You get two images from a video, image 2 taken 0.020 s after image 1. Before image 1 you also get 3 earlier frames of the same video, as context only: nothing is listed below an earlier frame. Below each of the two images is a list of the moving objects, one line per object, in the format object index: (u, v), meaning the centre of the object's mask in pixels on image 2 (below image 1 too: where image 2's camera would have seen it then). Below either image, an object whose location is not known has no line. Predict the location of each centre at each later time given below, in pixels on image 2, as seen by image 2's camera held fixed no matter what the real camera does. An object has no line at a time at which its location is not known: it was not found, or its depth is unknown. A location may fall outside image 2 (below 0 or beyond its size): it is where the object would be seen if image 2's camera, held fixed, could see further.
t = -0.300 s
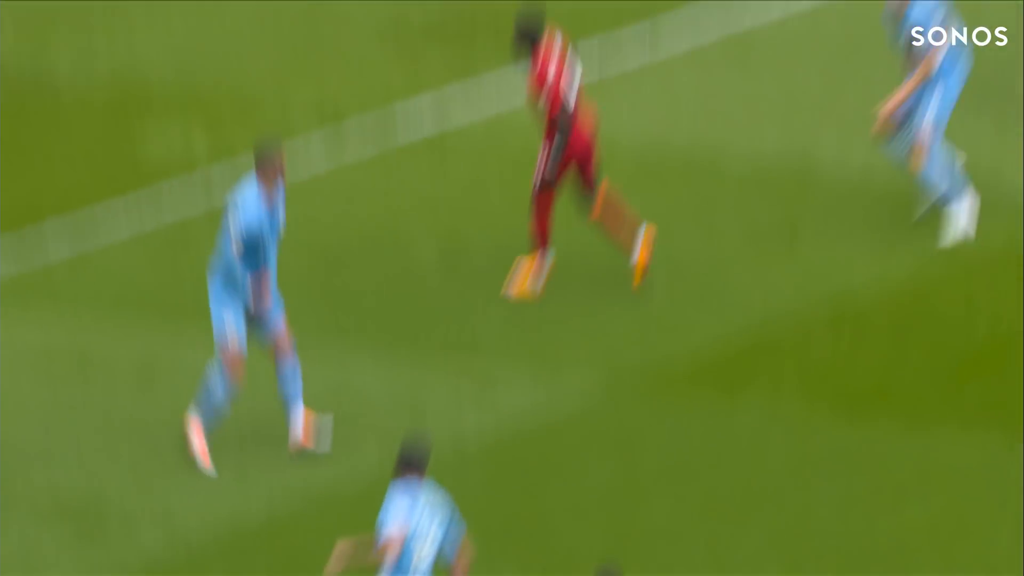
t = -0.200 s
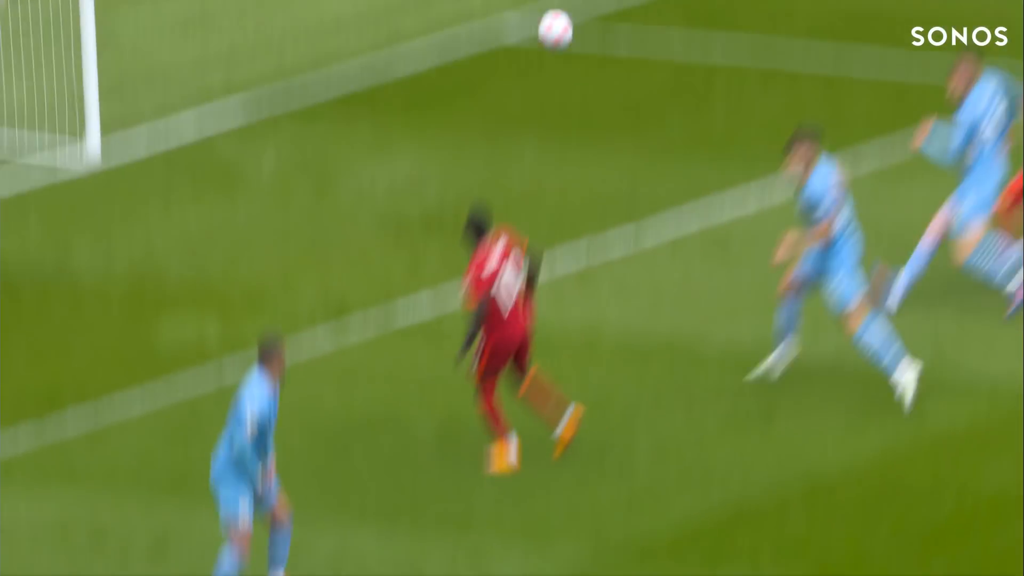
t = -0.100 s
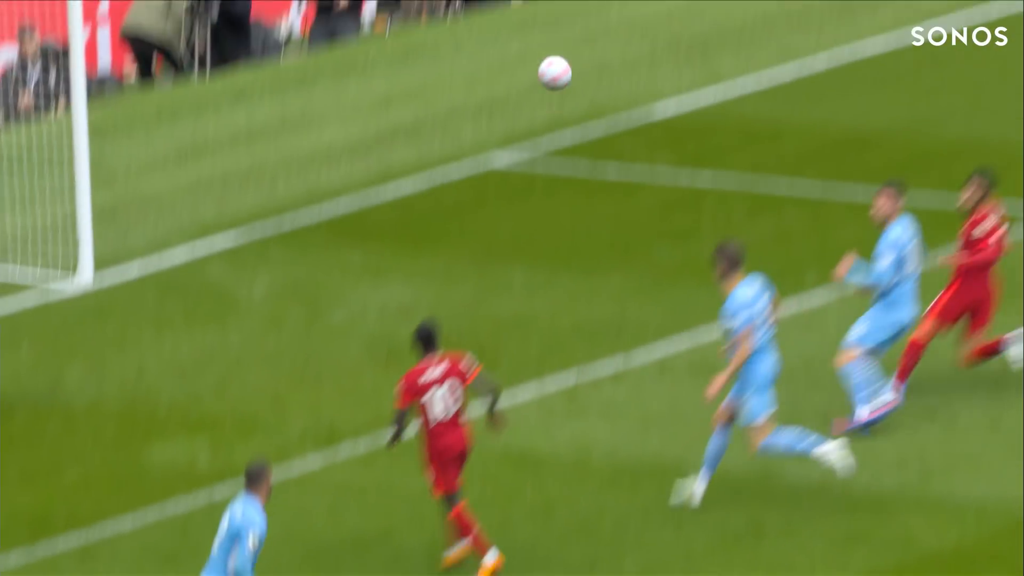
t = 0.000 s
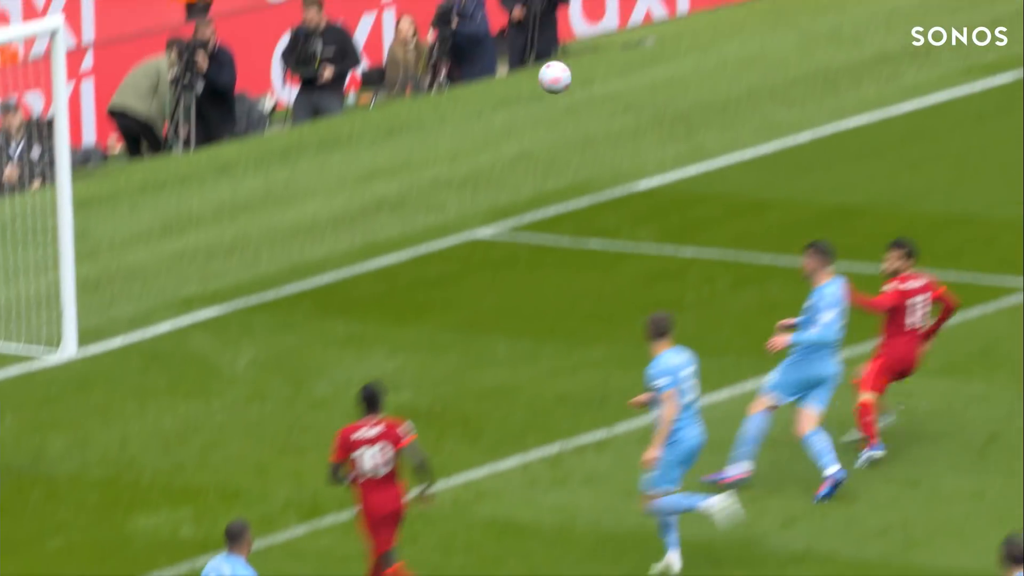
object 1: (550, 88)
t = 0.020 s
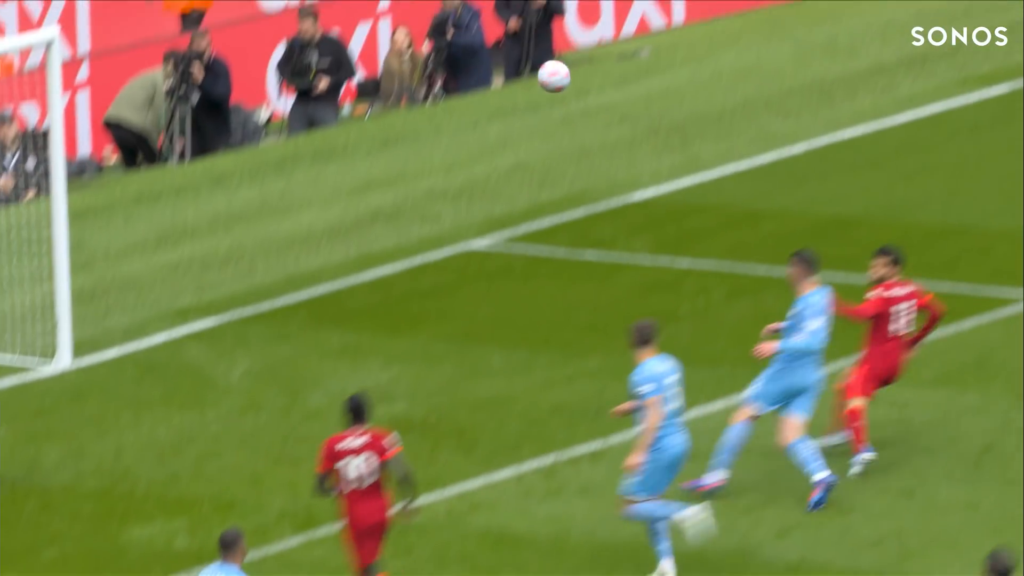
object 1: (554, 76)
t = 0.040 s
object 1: (558, 65)
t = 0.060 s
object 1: (562, 54)
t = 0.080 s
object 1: (567, 43)
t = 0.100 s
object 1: (570, 34)
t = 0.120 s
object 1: (575, 25)
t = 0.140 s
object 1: (580, 17)
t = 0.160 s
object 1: (585, 9)
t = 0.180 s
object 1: (590, 1)
